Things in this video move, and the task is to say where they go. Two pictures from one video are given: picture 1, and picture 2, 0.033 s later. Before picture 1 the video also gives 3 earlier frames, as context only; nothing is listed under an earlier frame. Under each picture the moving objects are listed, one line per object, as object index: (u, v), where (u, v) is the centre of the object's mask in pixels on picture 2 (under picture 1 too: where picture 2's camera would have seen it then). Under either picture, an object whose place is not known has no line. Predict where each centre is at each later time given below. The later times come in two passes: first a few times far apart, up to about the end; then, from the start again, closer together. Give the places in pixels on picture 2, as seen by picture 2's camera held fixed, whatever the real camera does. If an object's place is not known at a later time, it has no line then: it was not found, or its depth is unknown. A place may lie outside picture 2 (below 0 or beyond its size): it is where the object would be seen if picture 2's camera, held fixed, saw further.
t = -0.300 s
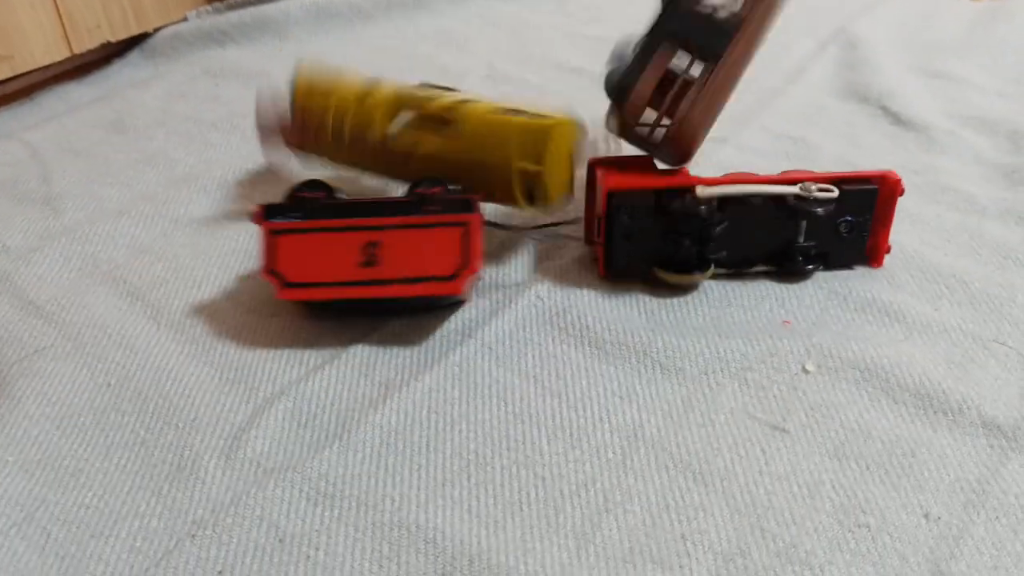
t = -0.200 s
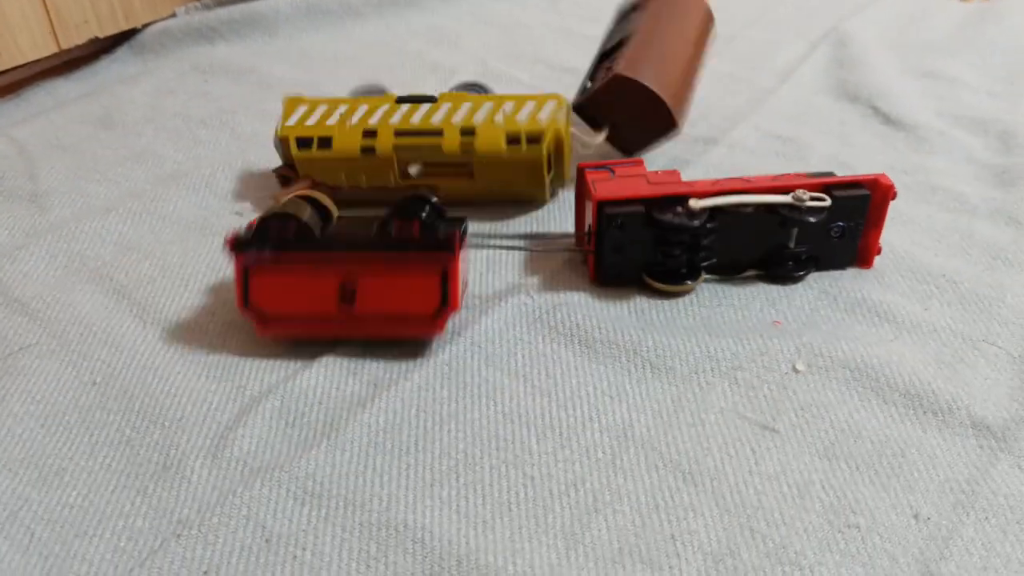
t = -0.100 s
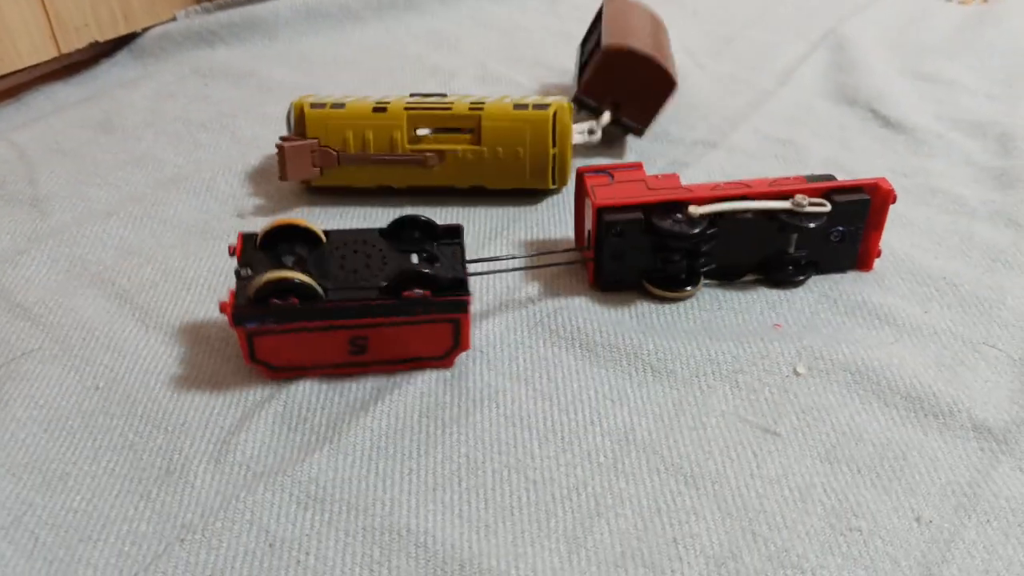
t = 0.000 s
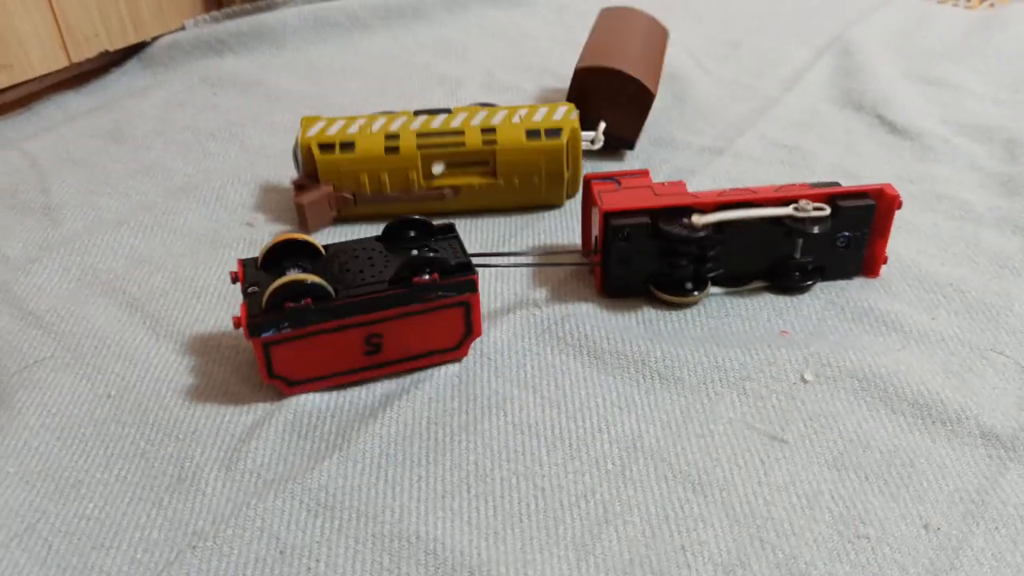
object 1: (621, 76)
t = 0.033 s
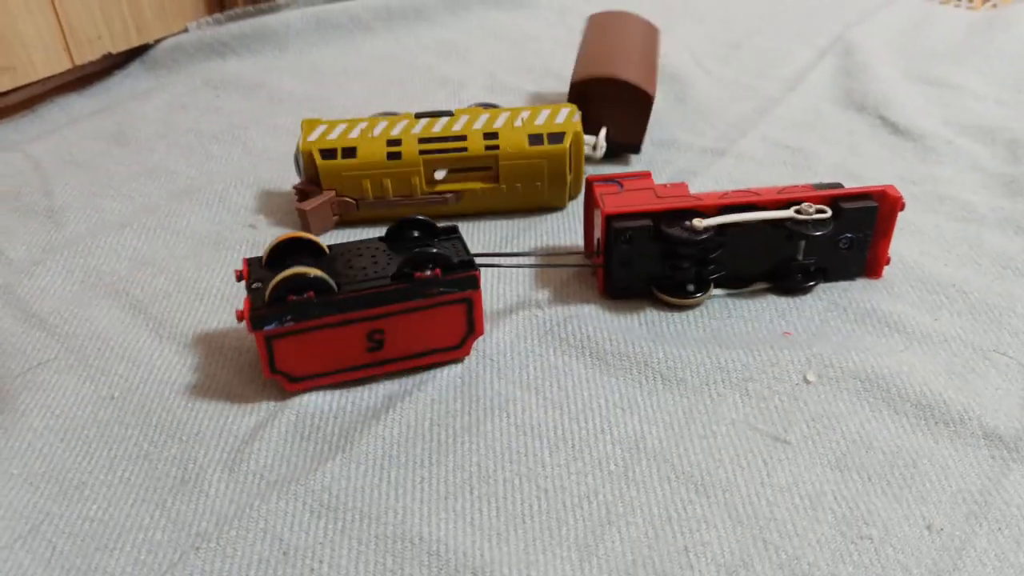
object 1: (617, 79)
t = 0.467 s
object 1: (606, 84)
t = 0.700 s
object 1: (606, 85)
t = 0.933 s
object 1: (606, 84)
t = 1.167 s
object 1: (607, 84)
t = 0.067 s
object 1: (607, 82)
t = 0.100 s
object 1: (599, 81)
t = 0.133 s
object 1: (598, 82)
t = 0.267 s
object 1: (608, 84)
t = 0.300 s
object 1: (607, 84)
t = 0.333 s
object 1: (606, 84)
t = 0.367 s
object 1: (606, 84)
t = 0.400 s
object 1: (606, 84)
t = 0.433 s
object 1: (606, 85)
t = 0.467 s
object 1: (606, 84)
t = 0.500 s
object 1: (606, 84)
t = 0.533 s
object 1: (606, 84)
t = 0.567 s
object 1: (606, 85)
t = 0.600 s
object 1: (606, 85)
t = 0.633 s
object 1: (606, 85)
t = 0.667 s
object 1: (606, 85)
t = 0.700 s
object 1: (606, 85)
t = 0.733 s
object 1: (606, 85)
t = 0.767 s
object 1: (606, 85)
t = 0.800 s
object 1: (606, 85)
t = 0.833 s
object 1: (606, 84)
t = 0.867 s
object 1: (606, 84)
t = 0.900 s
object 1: (606, 84)
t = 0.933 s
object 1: (606, 84)
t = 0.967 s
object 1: (606, 84)
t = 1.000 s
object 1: (606, 84)
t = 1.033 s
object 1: (606, 84)
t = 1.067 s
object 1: (607, 84)
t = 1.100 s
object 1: (607, 84)
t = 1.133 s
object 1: (607, 84)
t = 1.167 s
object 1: (607, 84)
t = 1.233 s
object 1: (606, 84)
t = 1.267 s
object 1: (606, 84)
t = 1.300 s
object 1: (606, 84)
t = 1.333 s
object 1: (606, 84)
